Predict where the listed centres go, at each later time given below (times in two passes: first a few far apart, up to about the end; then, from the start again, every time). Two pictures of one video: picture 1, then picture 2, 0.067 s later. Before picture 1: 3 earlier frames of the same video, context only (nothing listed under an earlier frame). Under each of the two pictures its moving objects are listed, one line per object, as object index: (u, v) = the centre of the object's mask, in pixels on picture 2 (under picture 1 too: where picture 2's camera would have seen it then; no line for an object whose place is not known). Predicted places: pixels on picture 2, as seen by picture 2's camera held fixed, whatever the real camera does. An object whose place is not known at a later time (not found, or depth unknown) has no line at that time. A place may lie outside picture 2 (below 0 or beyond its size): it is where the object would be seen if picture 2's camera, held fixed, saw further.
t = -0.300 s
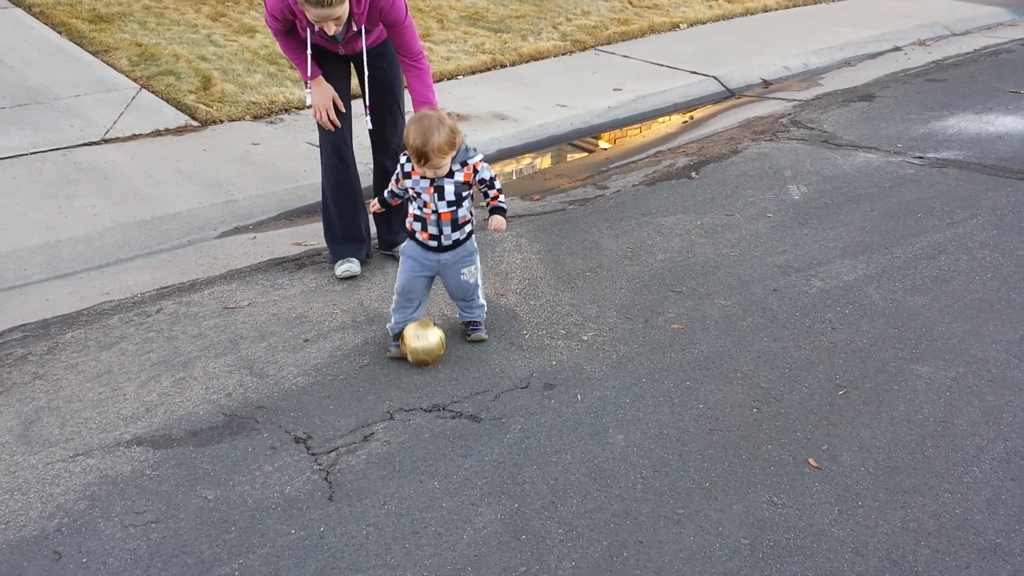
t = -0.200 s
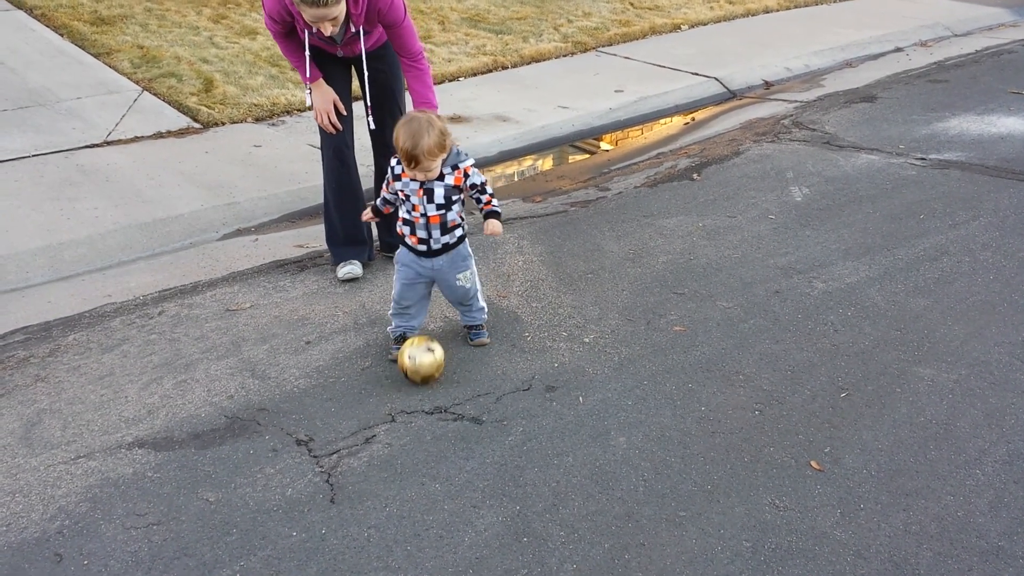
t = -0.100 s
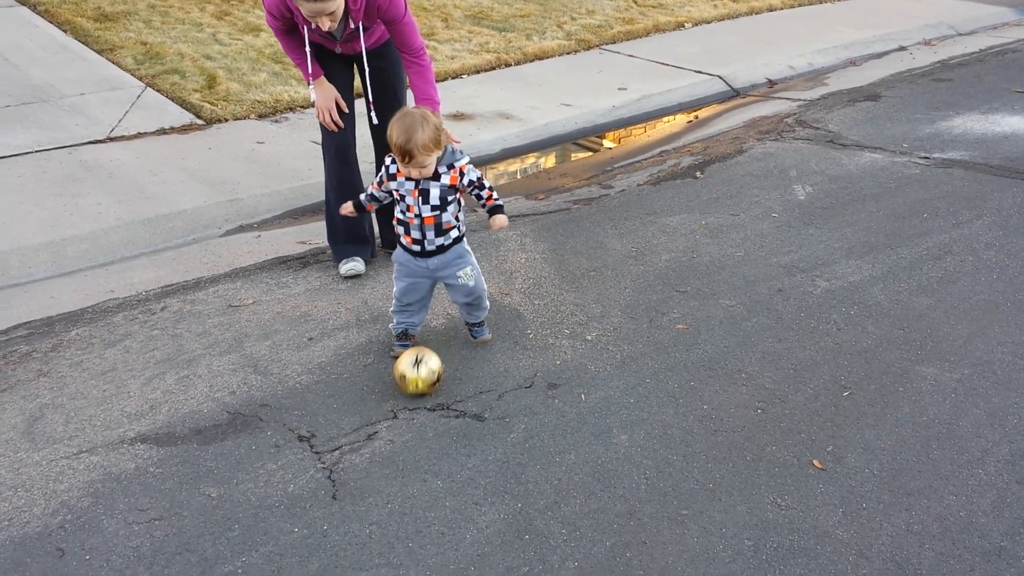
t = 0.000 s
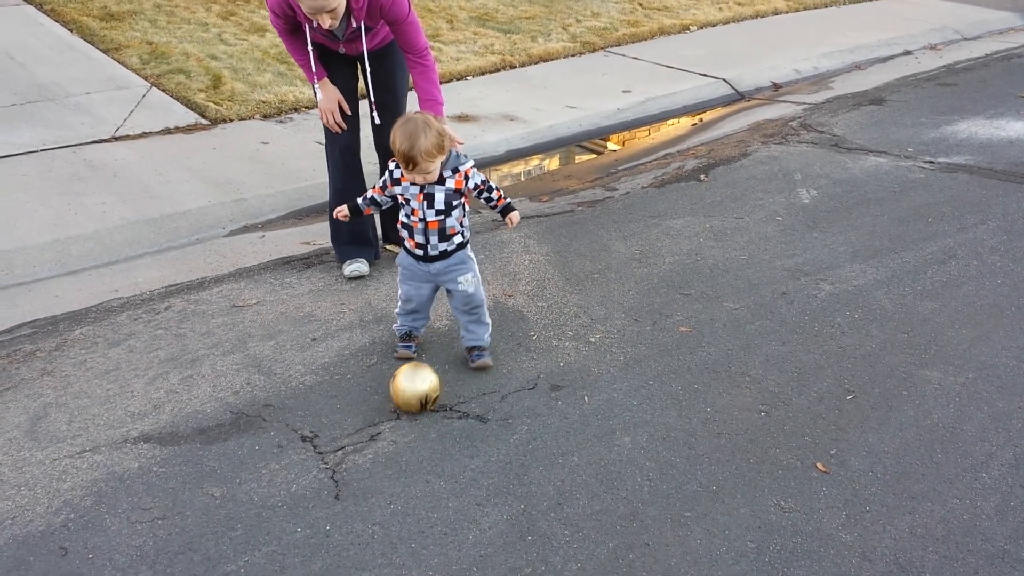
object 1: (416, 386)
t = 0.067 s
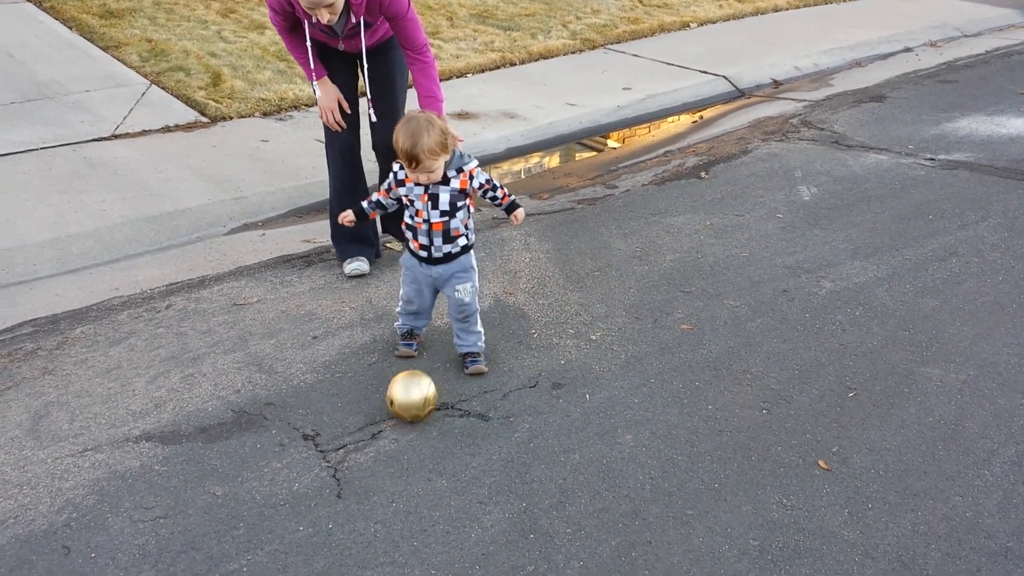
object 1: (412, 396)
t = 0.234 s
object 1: (398, 419)
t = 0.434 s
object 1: (376, 447)
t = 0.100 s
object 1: (409, 400)
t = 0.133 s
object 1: (407, 406)
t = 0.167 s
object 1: (404, 410)
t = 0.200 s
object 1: (401, 415)
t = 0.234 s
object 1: (398, 419)
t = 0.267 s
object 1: (394, 424)
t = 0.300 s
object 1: (391, 428)
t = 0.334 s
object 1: (387, 433)
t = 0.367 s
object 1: (383, 437)
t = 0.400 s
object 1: (380, 443)
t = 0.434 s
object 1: (376, 447)
